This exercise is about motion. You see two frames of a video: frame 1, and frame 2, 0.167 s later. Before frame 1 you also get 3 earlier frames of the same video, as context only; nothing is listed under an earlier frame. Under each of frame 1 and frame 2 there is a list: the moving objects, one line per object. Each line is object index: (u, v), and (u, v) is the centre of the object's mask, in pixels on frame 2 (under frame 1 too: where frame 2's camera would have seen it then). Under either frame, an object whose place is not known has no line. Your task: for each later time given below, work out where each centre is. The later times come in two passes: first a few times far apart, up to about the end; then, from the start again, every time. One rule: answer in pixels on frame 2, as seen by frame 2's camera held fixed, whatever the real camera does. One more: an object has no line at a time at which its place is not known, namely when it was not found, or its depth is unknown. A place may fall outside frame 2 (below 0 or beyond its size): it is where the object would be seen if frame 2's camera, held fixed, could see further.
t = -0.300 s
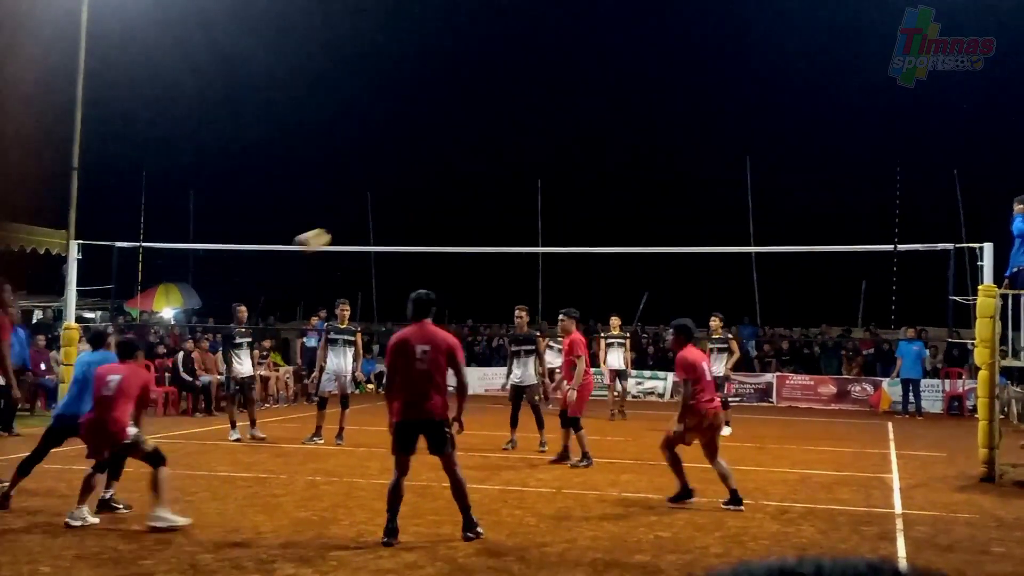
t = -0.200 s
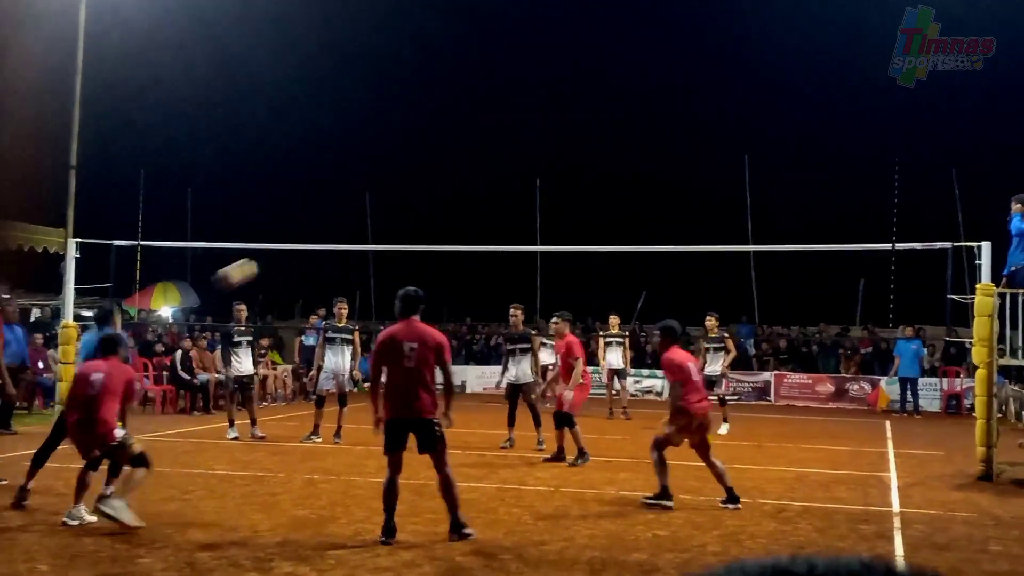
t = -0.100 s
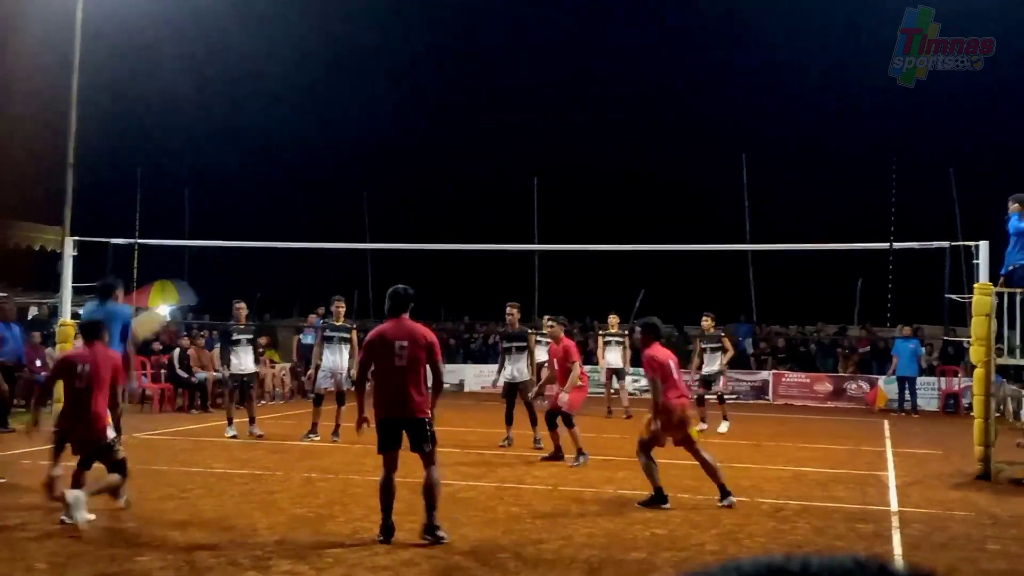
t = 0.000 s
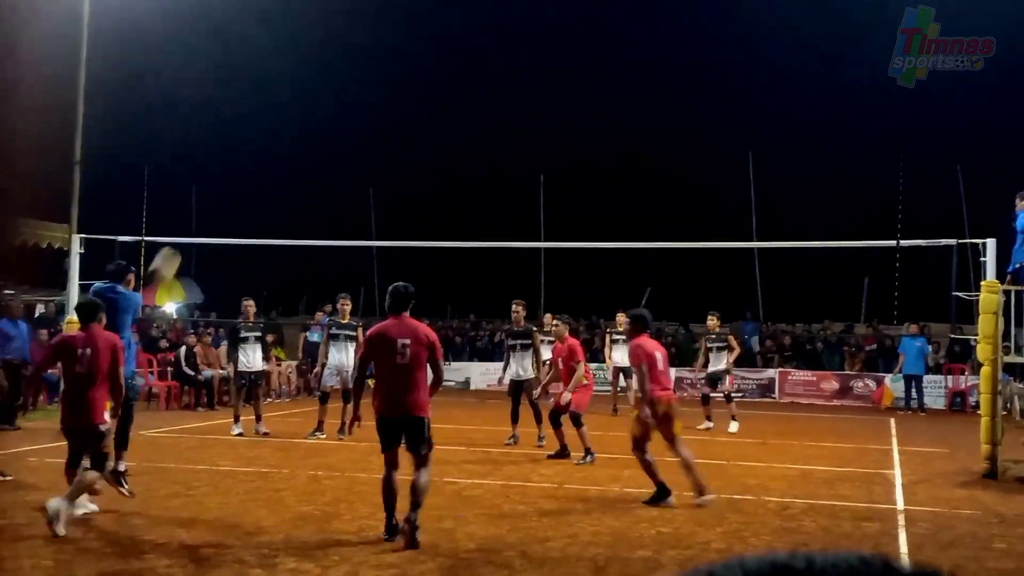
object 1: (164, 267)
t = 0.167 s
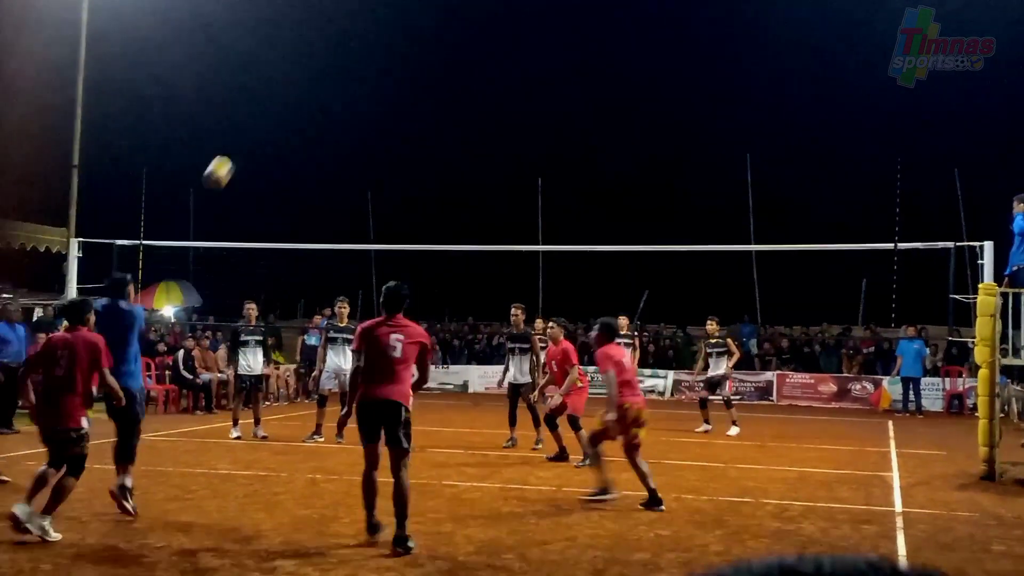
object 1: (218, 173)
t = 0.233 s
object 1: (239, 146)
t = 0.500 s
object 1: (310, 95)
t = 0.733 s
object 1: (361, 113)
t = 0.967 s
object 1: (405, 178)
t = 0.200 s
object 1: (229, 158)
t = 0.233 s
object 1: (239, 146)
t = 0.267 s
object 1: (248, 135)
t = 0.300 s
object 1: (258, 125)
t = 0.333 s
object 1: (268, 117)
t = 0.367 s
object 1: (277, 110)
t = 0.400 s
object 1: (286, 103)
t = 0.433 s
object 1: (294, 99)
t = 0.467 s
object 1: (303, 96)
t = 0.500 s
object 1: (310, 95)
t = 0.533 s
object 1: (318, 94)
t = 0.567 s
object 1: (325, 95)
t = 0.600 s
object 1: (333, 96)
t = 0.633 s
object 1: (340, 99)
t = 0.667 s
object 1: (348, 103)
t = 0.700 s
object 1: (355, 107)
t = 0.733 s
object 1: (361, 113)
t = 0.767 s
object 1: (368, 120)
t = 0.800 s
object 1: (375, 127)
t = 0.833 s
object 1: (381, 136)
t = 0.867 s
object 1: (387, 145)
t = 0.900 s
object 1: (393, 155)
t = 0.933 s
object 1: (399, 165)
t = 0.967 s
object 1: (405, 178)
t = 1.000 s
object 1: (411, 191)
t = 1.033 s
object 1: (416, 204)
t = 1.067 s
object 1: (421, 218)
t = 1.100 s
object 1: (426, 232)
